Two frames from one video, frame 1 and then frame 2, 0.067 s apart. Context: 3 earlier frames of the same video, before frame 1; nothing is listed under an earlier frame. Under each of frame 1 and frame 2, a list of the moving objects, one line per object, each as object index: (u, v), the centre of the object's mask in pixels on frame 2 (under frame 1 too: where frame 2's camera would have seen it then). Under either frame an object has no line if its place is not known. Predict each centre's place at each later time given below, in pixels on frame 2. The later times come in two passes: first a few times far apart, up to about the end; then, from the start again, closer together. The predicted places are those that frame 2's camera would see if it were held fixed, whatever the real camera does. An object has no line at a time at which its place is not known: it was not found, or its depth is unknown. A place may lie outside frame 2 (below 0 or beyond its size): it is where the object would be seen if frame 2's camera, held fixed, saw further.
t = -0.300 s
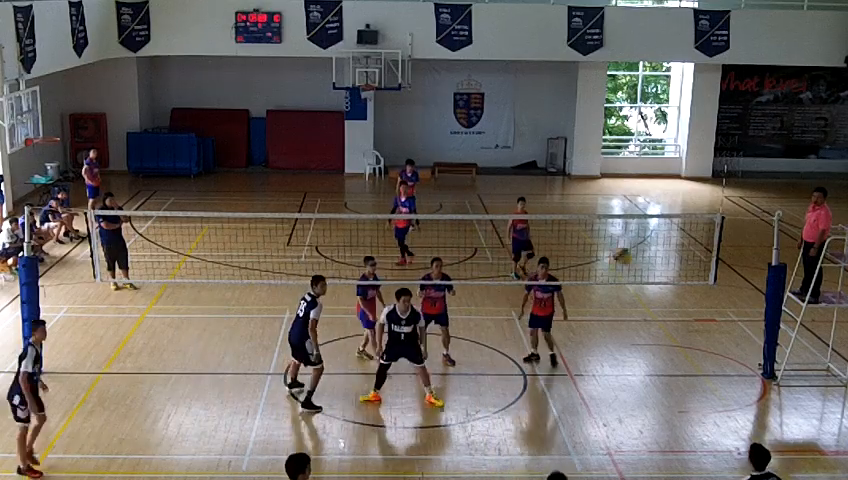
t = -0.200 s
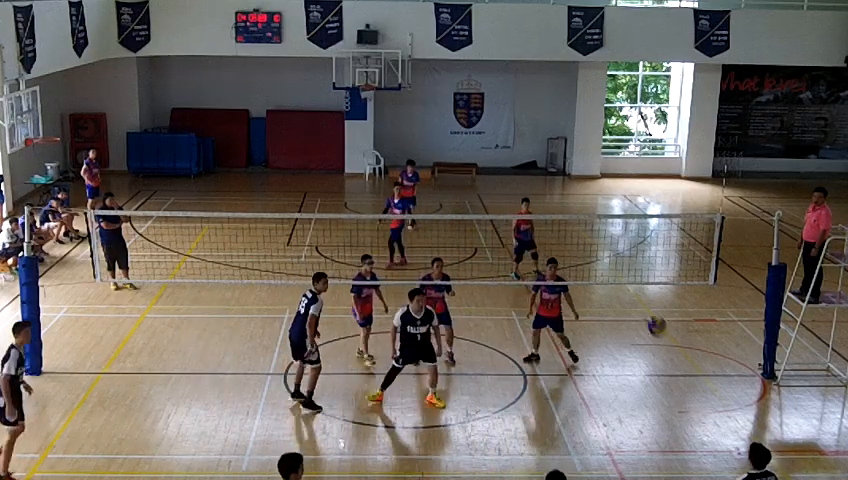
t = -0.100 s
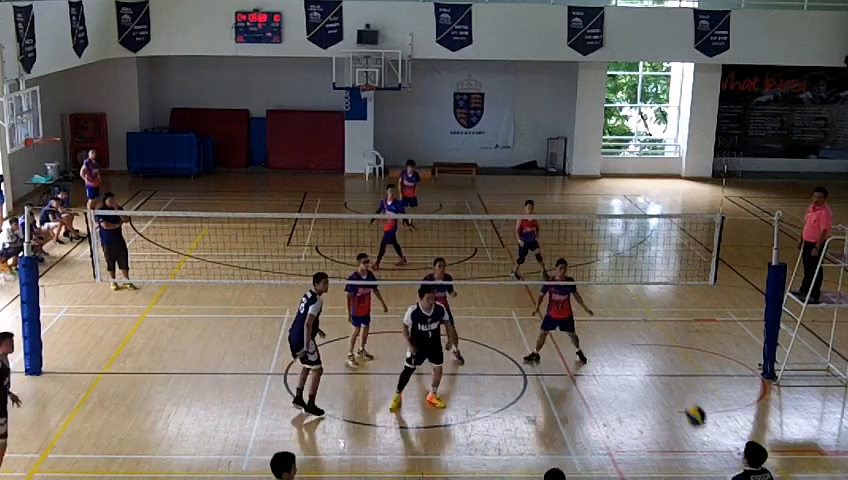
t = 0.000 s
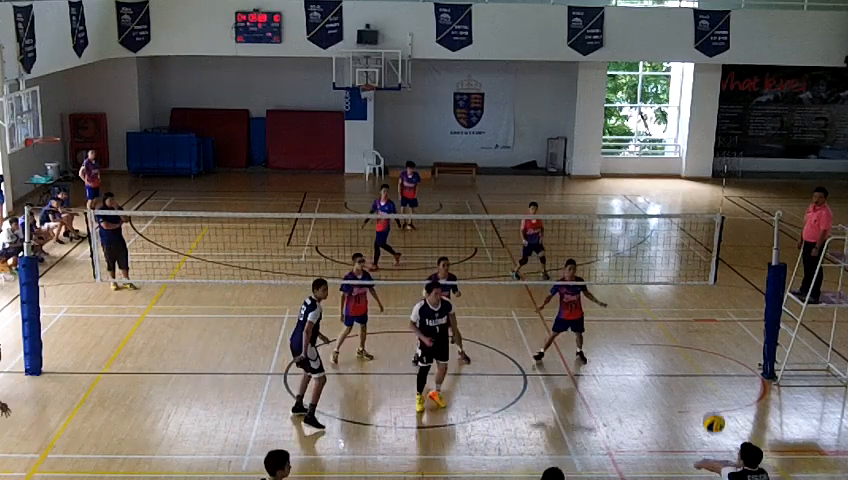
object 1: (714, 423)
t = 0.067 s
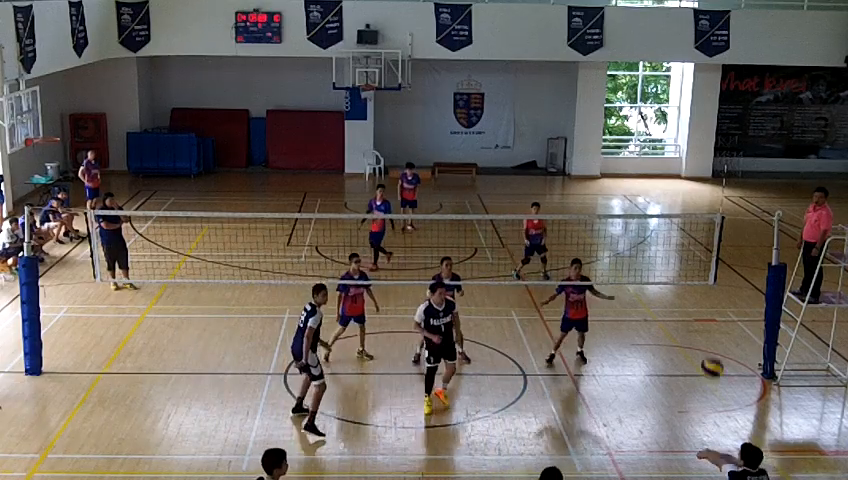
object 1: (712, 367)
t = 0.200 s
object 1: (707, 270)
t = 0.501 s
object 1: (690, 110)
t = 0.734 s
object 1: (672, 50)
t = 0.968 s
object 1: (650, 46)
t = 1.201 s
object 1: (626, 97)
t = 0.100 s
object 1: (711, 342)
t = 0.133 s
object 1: (708, 317)
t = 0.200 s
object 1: (707, 270)
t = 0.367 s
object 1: (698, 169)
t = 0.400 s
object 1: (696, 153)
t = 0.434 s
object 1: (695, 138)
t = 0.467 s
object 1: (692, 123)
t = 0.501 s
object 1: (690, 110)
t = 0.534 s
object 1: (688, 98)
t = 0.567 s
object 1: (685, 87)
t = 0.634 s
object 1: (680, 68)
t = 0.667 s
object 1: (678, 61)
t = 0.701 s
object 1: (675, 55)
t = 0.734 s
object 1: (672, 50)
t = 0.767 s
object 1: (669, 45)
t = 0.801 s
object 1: (666, 43)
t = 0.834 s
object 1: (663, 41)
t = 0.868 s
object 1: (660, 41)
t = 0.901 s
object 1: (657, 42)
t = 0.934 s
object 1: (654, 43)
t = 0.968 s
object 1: (650, 46)
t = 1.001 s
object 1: (647, 50)
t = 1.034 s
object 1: (643, 55)
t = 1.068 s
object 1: (640, 61)
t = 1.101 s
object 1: (637, 69)
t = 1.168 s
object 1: (630, 86)
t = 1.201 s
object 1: (626, 97)
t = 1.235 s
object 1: (622, 108)
